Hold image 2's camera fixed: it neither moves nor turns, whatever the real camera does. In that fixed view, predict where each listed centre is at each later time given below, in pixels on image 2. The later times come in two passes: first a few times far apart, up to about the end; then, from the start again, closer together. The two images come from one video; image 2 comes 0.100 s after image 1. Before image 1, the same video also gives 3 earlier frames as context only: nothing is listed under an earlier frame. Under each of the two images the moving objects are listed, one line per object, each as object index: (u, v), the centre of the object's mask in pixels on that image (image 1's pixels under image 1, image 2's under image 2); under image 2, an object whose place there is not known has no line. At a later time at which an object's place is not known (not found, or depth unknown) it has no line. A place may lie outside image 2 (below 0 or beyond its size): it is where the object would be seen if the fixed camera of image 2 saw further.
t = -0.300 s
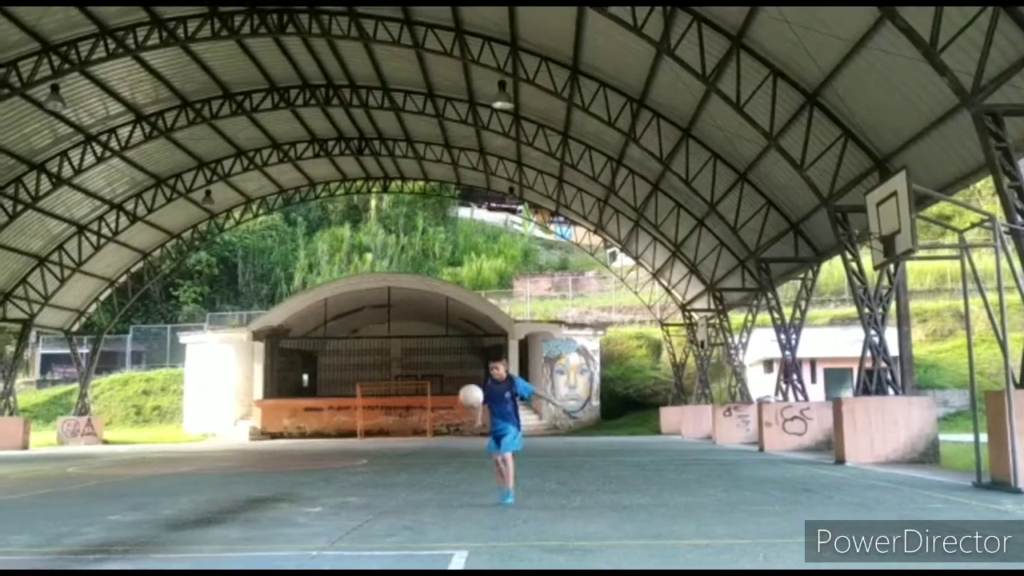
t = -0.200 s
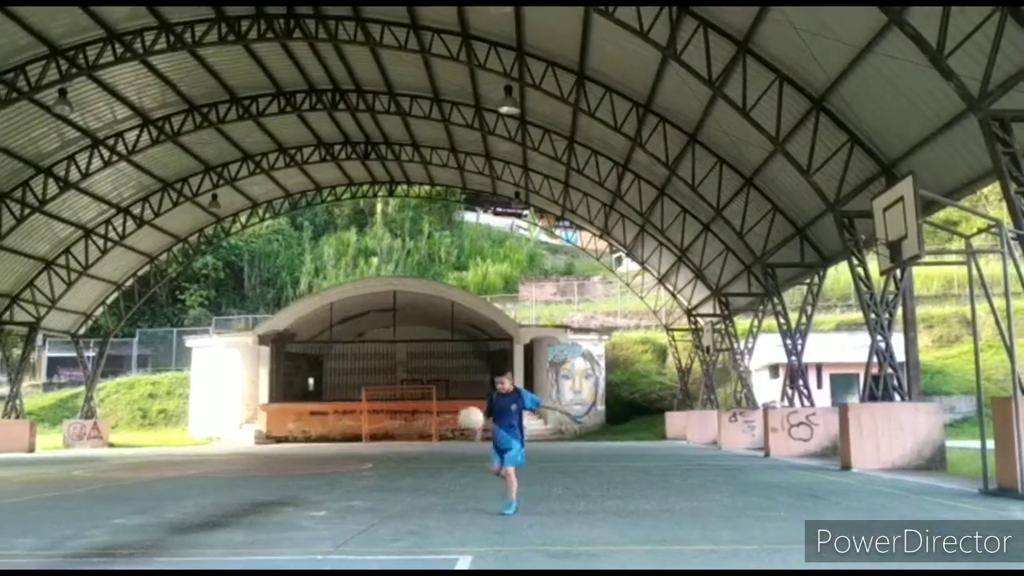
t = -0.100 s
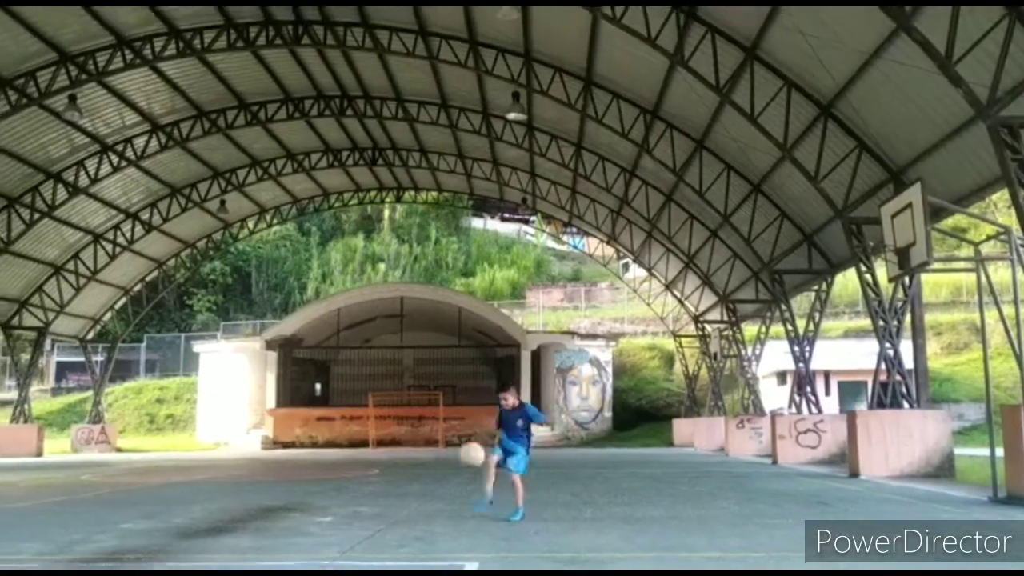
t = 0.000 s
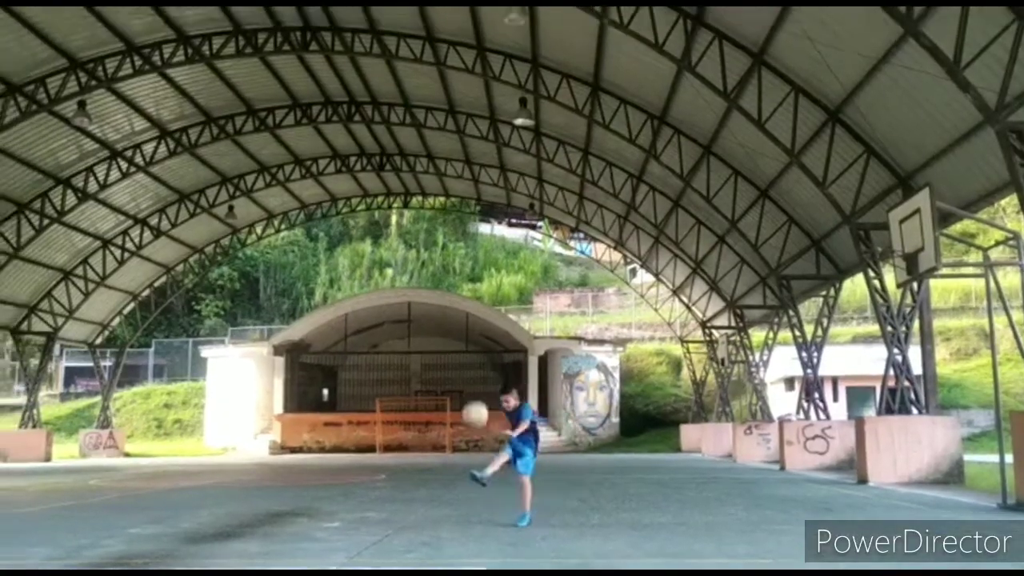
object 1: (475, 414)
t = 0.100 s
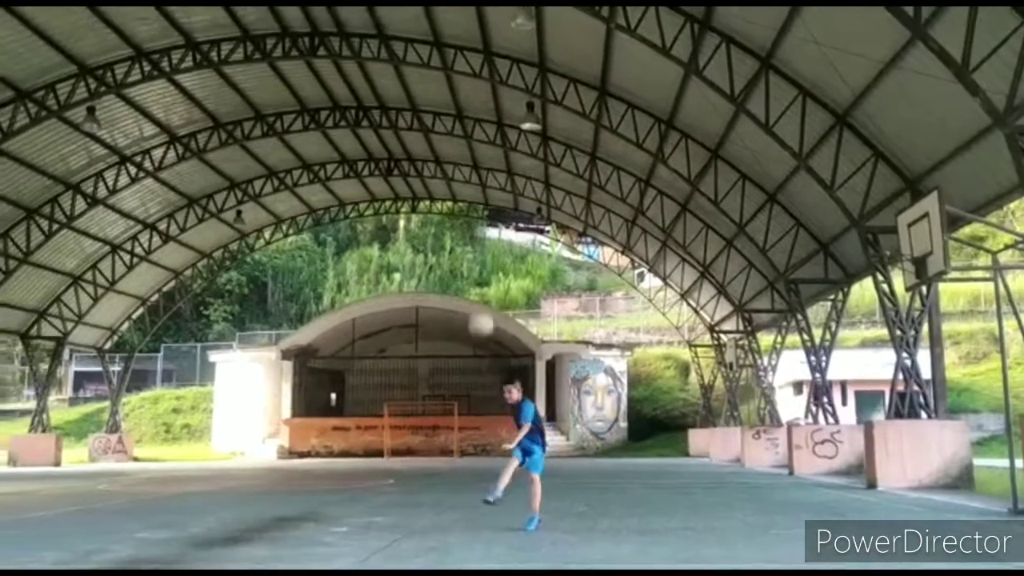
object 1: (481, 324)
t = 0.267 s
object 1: (477, 195)
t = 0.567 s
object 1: (469, 40)
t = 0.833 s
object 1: (462, -11)
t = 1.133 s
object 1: (455, 16)
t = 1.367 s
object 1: (449, 118)
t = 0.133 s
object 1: (482, 295)
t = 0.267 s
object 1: (477, 195)
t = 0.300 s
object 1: (476, 172)
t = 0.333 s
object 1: (475, 152)
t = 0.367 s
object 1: (474, 132)
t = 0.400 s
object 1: (473, 114)
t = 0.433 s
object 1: (473, 97)
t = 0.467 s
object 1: (471, 79)
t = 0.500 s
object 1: (471, 66)
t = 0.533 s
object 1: (470, 53)
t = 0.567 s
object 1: (469, 40)
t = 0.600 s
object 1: (468, 29)
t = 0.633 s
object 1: (467, 19)
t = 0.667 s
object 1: (466, 11)
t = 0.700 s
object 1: (465, 3)
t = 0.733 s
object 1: (464, -3)
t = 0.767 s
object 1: (464, -7)
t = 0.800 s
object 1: (463, -10)
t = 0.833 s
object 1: (462, -11)
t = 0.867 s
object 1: (461, -12)
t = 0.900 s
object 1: (460, -12)
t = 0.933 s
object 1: (459, -11)
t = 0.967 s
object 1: (459, -10)
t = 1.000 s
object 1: (458, -8)
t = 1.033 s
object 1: (457, -6)
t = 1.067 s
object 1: (457, -2)
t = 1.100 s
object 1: (456, 6)
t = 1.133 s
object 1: (455, 16)
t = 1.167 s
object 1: (454, 25)
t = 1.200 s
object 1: (454, 37)
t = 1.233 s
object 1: (452, 50)
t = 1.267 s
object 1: (452, 64)
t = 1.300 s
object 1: (451, 81)
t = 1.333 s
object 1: (451, 98)
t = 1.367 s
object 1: (449, 118)
